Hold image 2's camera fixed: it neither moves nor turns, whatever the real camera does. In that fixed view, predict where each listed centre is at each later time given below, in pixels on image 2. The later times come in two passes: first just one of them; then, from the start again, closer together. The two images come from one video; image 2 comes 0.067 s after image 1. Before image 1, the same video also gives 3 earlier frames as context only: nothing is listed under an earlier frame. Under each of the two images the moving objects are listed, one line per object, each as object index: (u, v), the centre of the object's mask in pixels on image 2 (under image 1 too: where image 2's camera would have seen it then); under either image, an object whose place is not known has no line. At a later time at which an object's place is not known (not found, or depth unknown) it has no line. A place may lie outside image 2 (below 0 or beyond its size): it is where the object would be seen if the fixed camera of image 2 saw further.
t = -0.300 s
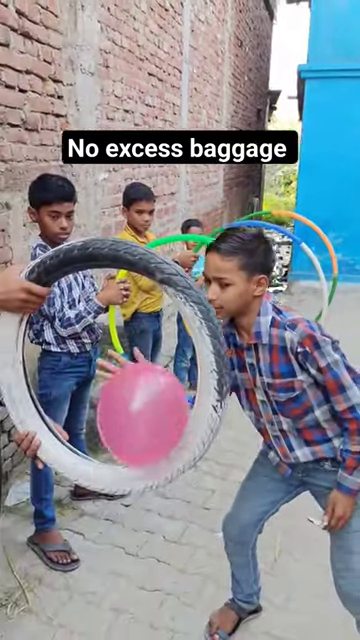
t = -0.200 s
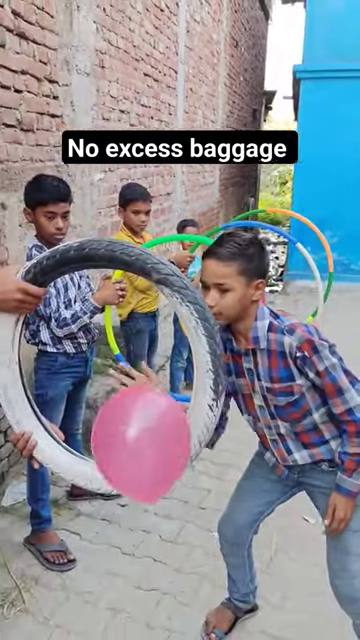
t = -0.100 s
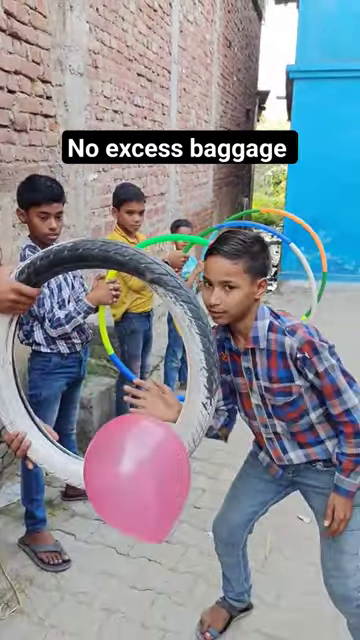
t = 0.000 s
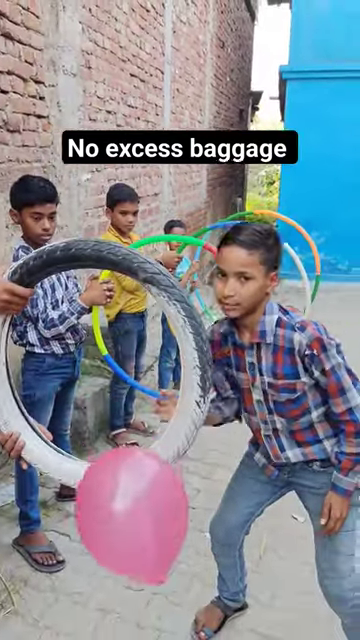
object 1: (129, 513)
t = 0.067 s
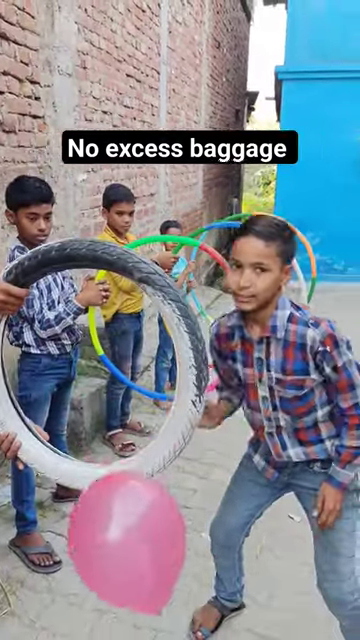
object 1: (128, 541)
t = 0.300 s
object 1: (119, 612)
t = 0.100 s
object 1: (127, 555)
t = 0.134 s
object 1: (126, 568)
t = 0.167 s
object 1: (124, 579)
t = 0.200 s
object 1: (122, 589)
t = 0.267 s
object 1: (120, 605)
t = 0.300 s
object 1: (119, 612)
